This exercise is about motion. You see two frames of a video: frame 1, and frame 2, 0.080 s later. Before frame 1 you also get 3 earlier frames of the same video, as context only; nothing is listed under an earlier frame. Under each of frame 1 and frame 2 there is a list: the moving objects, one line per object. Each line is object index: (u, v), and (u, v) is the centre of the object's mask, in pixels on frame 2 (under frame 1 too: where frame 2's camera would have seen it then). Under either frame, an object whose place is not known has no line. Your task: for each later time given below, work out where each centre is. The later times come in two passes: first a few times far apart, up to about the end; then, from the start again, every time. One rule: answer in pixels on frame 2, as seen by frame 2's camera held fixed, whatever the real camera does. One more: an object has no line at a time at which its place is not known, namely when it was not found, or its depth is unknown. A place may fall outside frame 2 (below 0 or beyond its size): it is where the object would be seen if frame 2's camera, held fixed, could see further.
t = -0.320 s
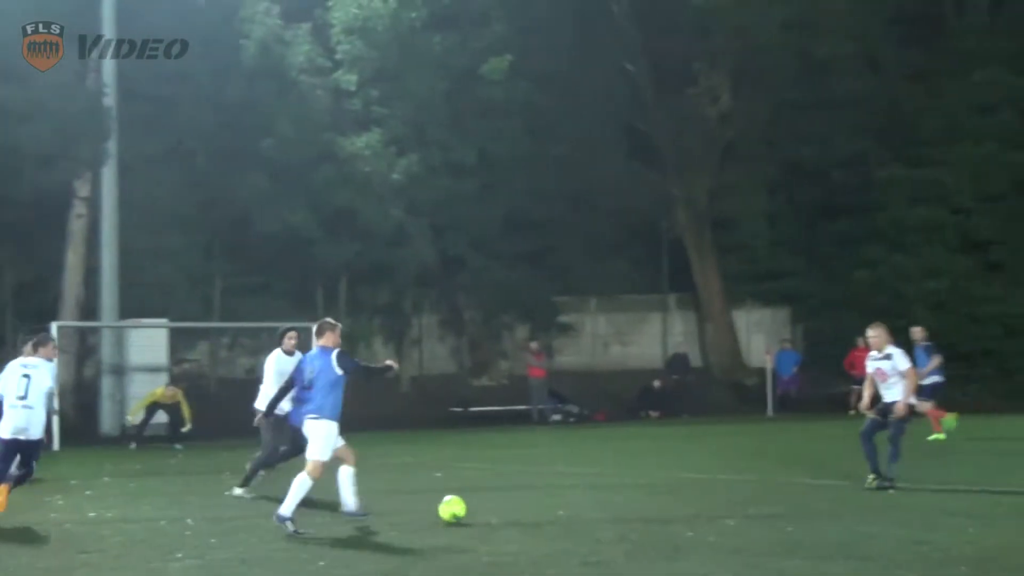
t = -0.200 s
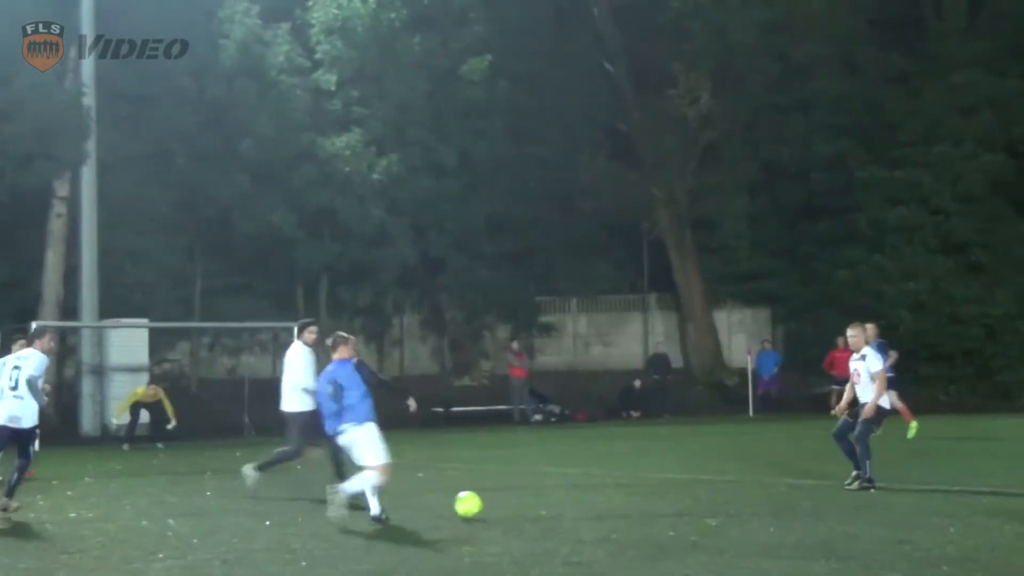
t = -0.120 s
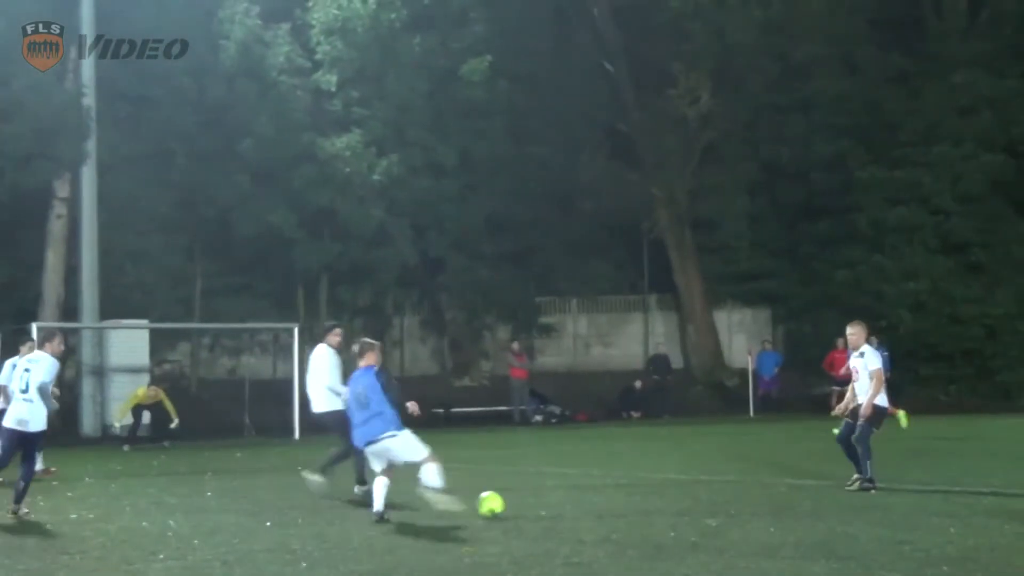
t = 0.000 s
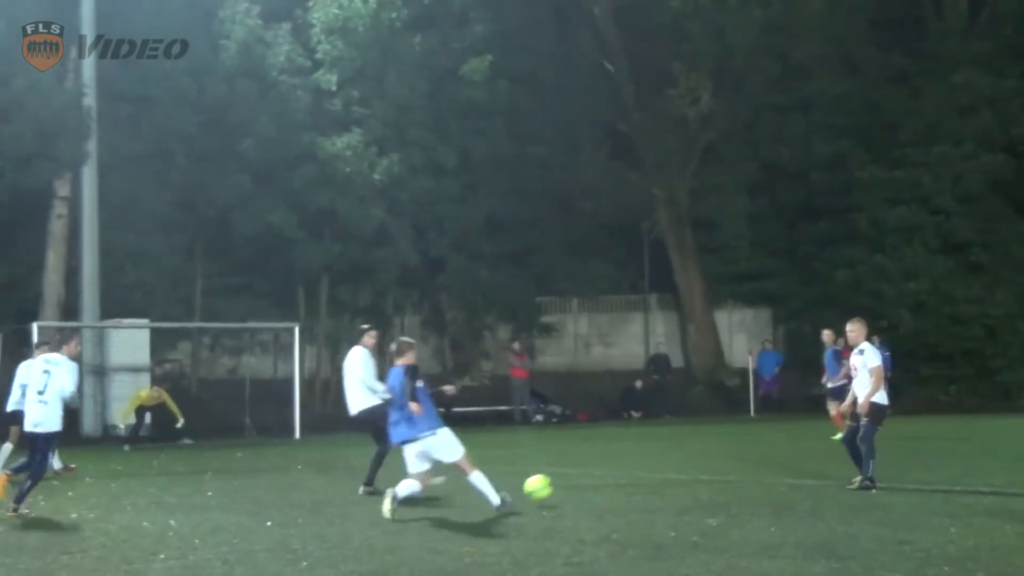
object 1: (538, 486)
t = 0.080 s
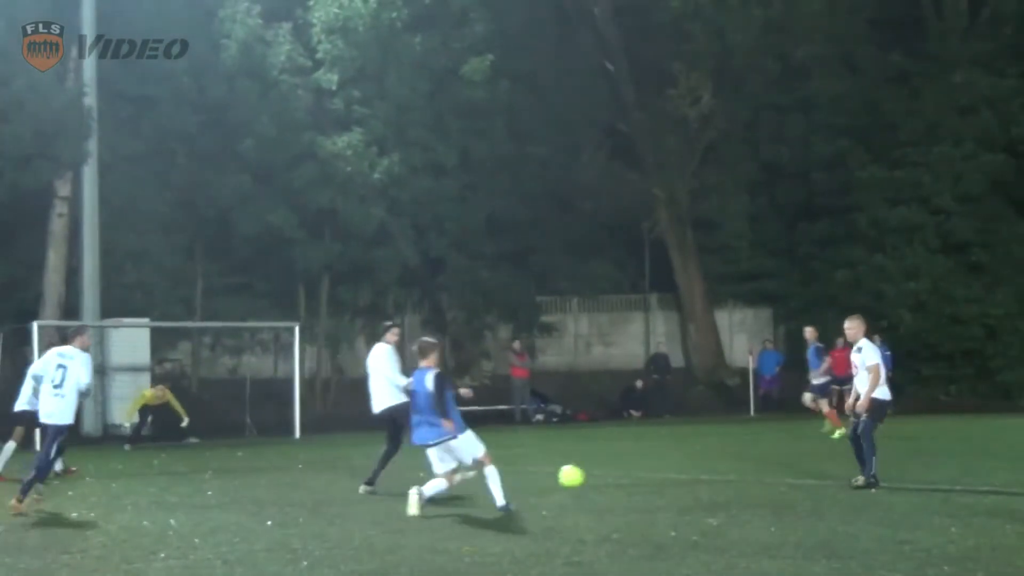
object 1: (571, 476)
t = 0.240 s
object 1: (619, 464)
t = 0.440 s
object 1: (659, 455)
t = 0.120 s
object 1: (586, 474)
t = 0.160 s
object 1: (598, 475)
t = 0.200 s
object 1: (609, 470)
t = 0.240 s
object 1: (619, 464)
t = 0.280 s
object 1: (628, 461)
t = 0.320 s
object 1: (636, 459)
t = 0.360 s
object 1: (645, 460)
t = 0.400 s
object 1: (652, 459)
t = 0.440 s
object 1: (659, 455)
